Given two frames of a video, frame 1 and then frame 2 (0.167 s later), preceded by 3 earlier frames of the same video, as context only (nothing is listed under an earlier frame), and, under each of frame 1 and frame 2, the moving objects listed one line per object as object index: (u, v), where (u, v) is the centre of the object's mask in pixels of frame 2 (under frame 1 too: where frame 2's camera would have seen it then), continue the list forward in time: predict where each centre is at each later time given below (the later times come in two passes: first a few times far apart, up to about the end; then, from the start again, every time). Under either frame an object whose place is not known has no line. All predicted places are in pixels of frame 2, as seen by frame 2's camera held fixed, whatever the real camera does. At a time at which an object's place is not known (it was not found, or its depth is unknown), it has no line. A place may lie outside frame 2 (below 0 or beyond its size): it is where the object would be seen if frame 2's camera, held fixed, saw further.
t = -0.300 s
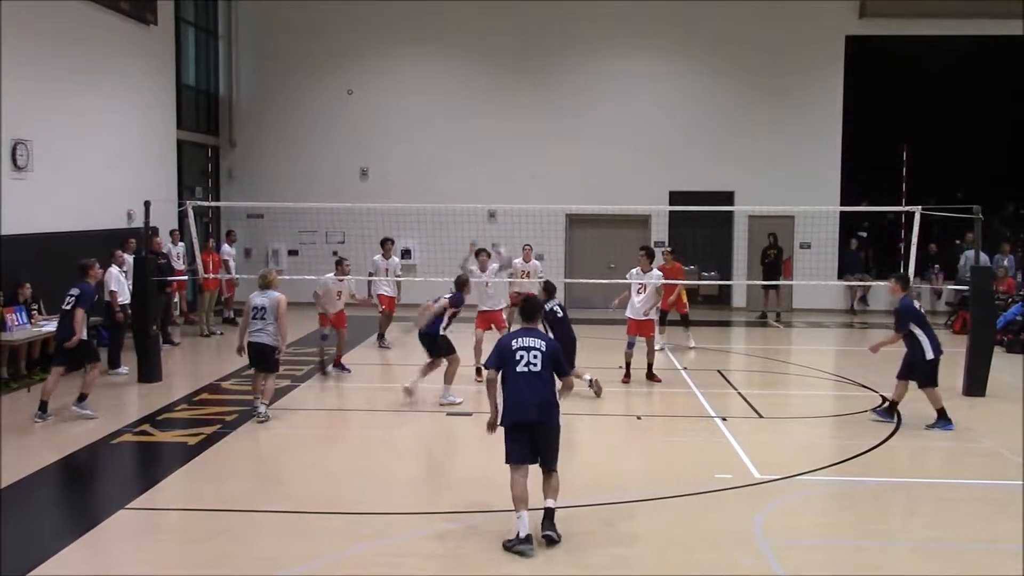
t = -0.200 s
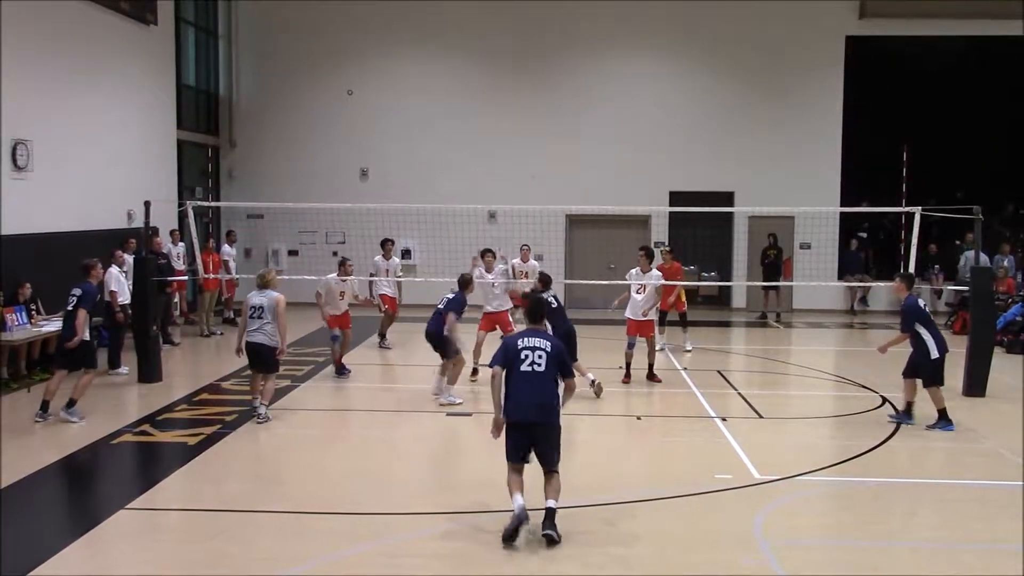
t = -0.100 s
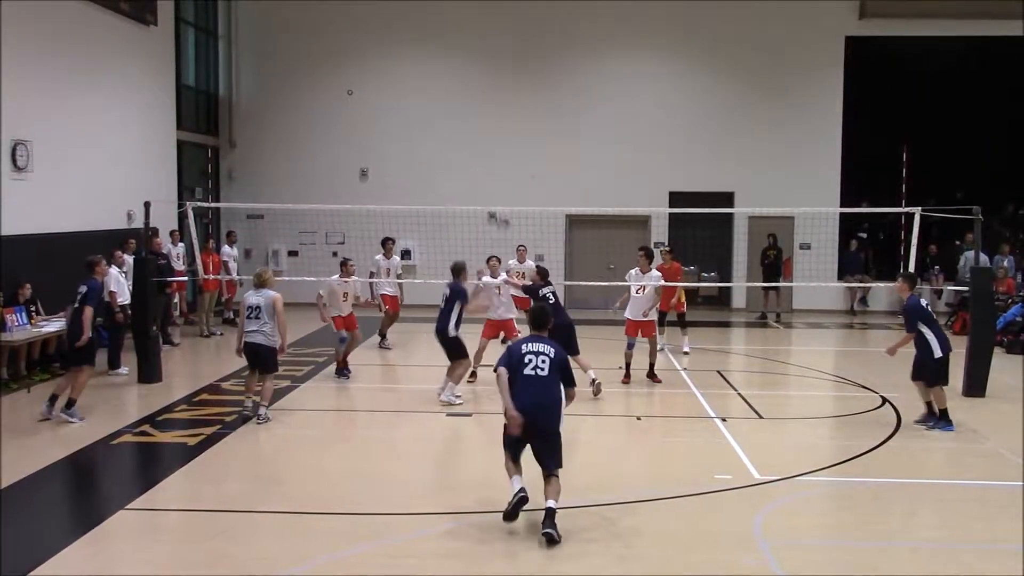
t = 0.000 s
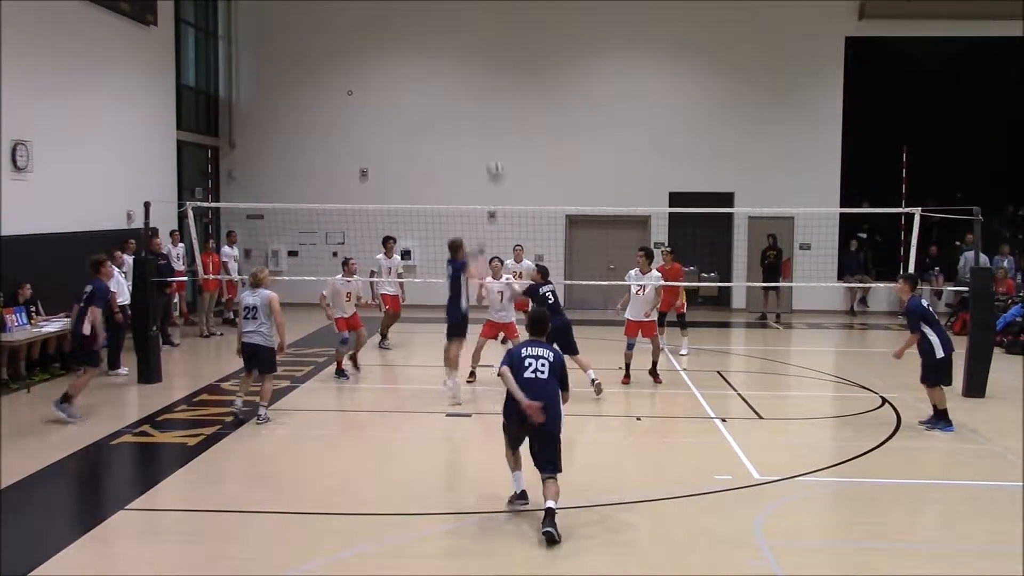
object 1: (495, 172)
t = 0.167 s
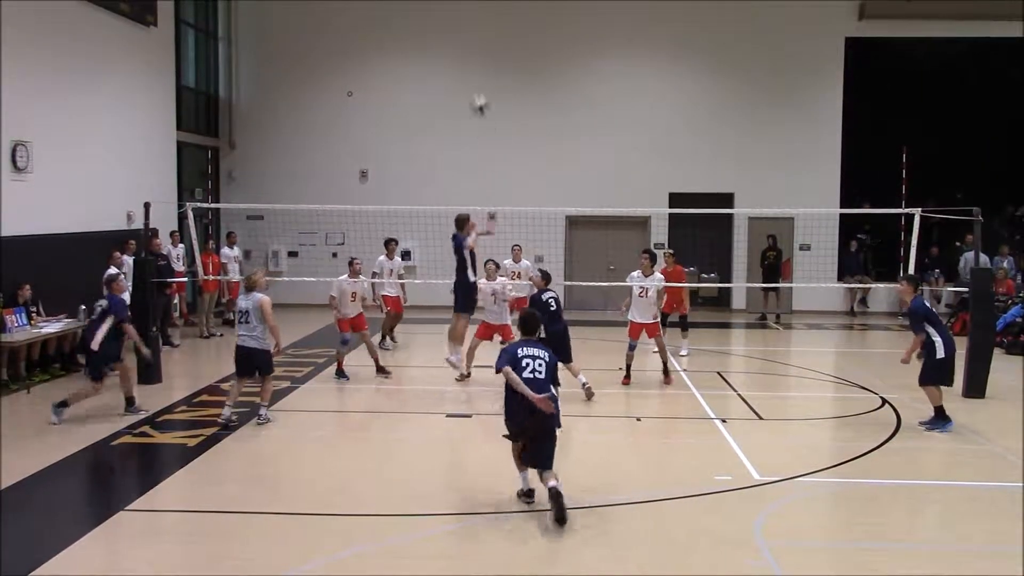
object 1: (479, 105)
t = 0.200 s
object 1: (477, 96)
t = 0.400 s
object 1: (456, 46)
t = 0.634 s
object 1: (430, 31)
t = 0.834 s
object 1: (408, 58)
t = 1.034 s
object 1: (384, 127)
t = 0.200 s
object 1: (477, 96)
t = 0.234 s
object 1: (472, 84)
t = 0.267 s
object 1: (469, 73)
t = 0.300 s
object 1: (466, 66)
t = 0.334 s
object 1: (462, 59)
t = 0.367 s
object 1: (460, 52)
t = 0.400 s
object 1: (456, 46)
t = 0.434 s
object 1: (453, 41)
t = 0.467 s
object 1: (449, 37)
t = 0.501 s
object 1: (446, 34)
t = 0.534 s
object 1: (442, 32)
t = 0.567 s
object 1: (438, 30)
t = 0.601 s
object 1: (434, 30)
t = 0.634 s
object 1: (430, 31)
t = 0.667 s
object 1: (427, 33)
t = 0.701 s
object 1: (424, 36)
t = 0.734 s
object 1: (420, 40)
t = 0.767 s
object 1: (417, 43)
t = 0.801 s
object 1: (411, 50)
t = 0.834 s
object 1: (408, 58)
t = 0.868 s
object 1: (404, 66)
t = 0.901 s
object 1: (400, 77)
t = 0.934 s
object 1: (395, 87)
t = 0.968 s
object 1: (391, 100)
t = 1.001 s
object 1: (387, 112)
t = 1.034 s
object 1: (384, 127)
